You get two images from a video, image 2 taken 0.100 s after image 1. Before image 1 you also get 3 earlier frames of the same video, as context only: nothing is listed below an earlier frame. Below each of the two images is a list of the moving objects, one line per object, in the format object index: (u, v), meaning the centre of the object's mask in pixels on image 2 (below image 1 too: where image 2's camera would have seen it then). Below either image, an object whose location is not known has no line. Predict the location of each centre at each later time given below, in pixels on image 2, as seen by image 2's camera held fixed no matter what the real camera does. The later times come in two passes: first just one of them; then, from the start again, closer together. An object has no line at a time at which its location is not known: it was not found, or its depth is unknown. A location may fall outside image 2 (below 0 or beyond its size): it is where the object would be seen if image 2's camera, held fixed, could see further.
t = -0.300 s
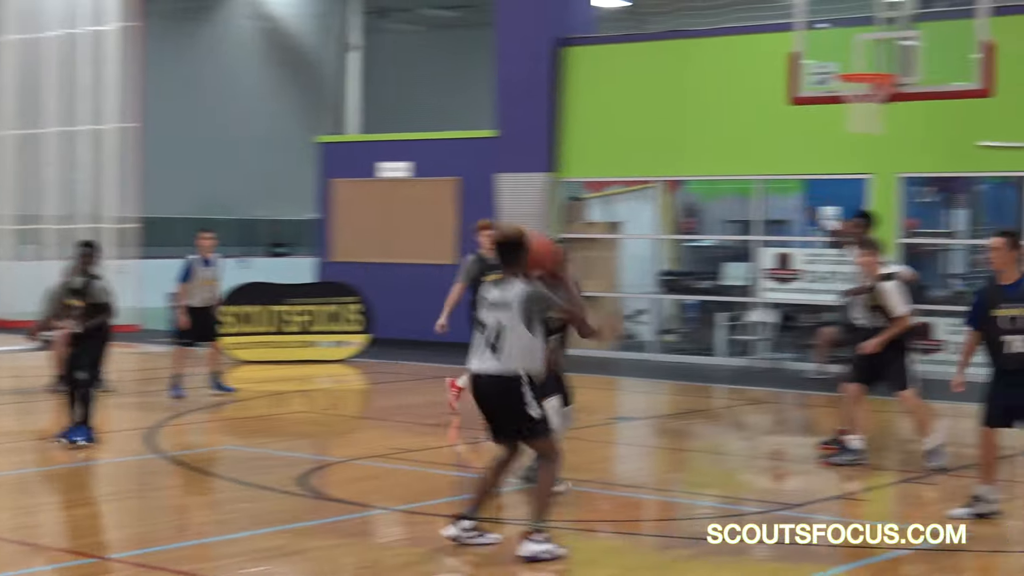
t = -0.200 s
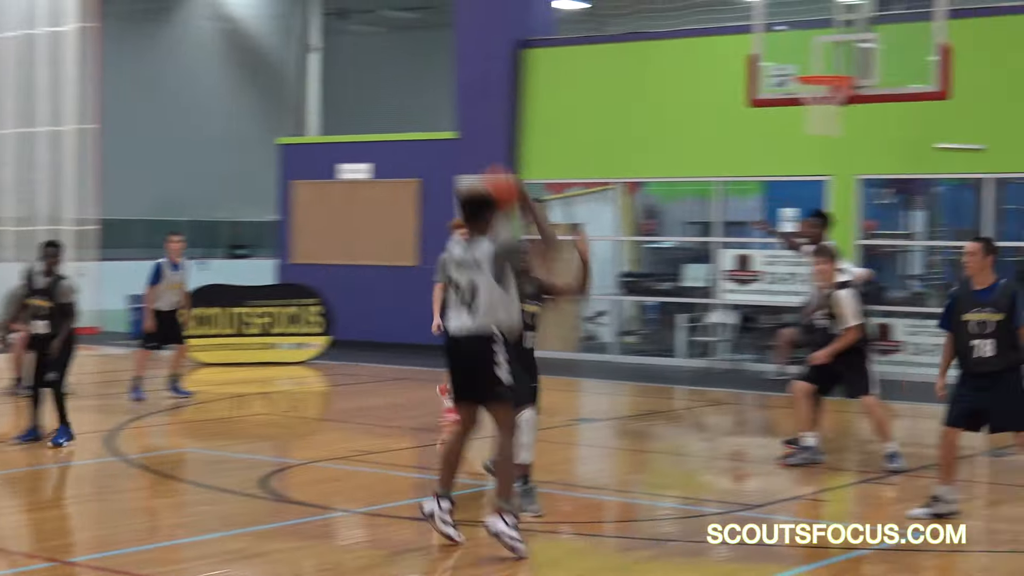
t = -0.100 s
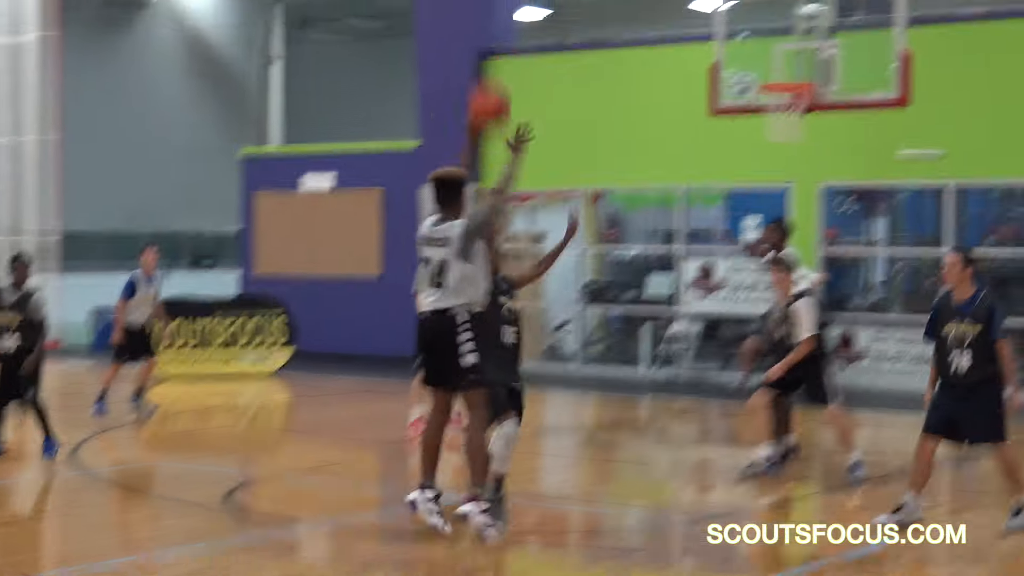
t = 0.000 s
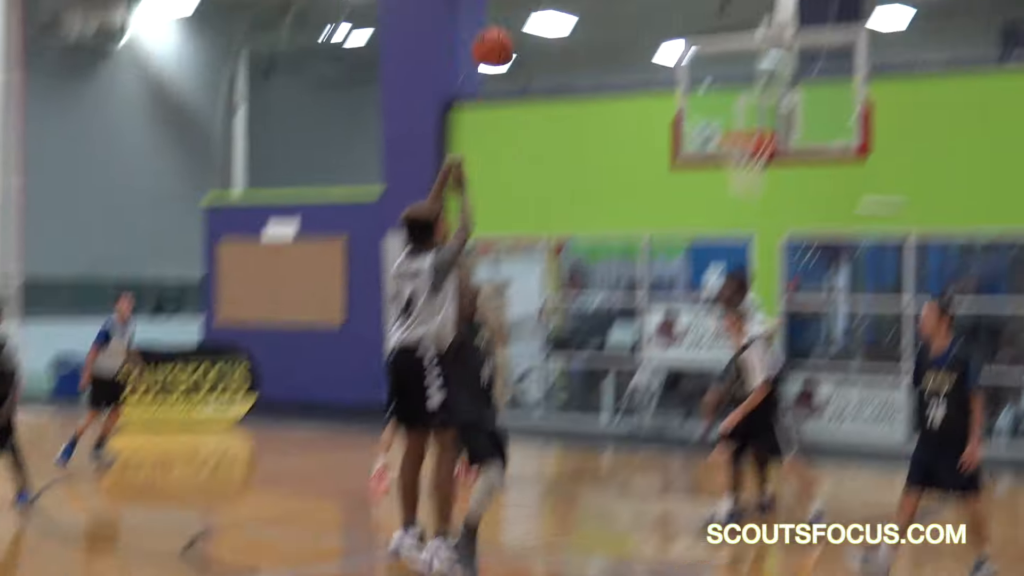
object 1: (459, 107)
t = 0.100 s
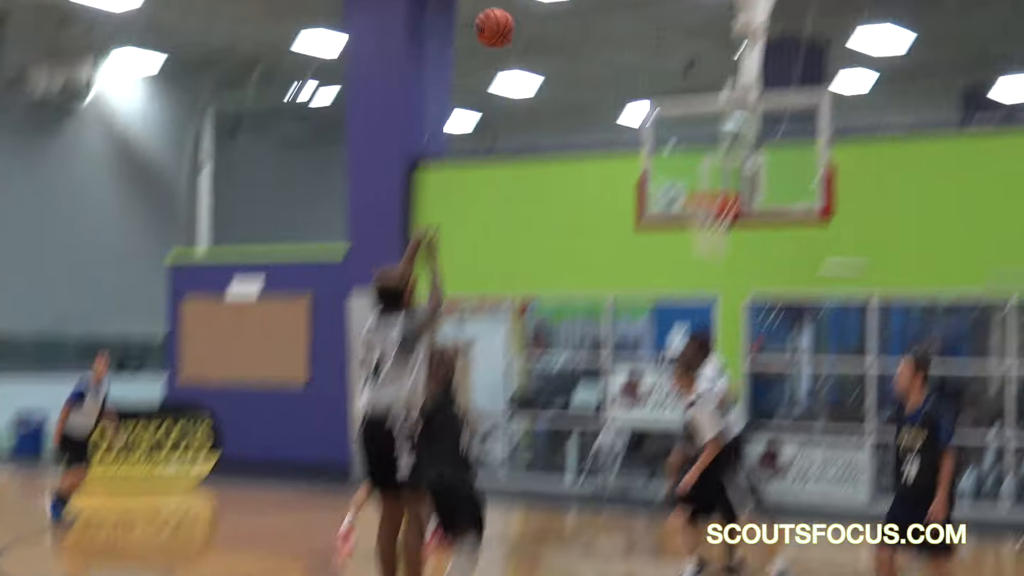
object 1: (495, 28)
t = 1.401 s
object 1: (688, 244)
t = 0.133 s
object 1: (505, 7)
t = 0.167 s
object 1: (515, -13)
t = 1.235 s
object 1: (723, 203)
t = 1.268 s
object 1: (720, 214)
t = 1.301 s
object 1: (709, 227)
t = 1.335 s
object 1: (702, 232)
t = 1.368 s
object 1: (695, 238)
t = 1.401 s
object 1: (688, 244)
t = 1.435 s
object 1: (682, 250)
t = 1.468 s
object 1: (674, 258)
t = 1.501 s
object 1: (667, 267)
